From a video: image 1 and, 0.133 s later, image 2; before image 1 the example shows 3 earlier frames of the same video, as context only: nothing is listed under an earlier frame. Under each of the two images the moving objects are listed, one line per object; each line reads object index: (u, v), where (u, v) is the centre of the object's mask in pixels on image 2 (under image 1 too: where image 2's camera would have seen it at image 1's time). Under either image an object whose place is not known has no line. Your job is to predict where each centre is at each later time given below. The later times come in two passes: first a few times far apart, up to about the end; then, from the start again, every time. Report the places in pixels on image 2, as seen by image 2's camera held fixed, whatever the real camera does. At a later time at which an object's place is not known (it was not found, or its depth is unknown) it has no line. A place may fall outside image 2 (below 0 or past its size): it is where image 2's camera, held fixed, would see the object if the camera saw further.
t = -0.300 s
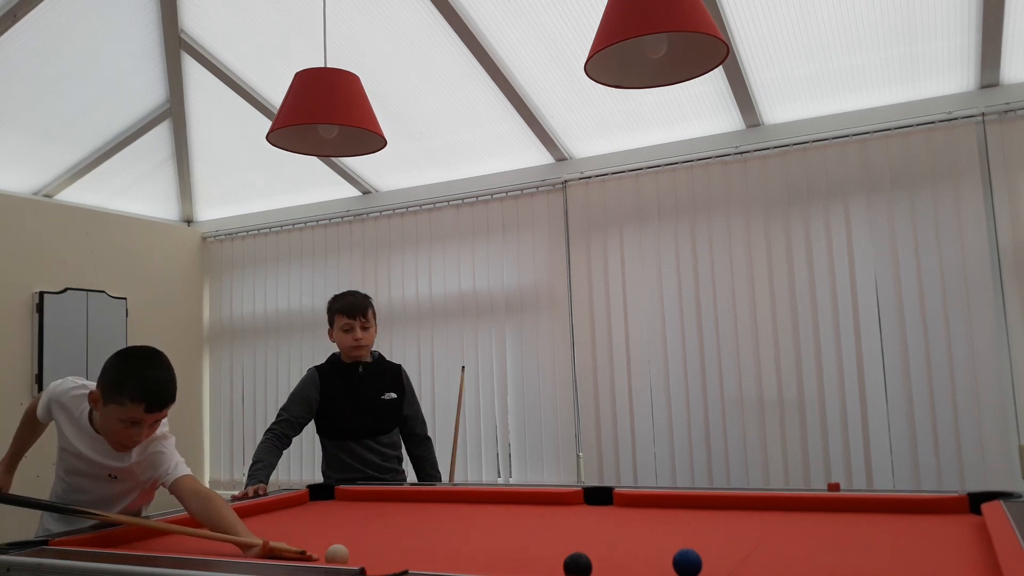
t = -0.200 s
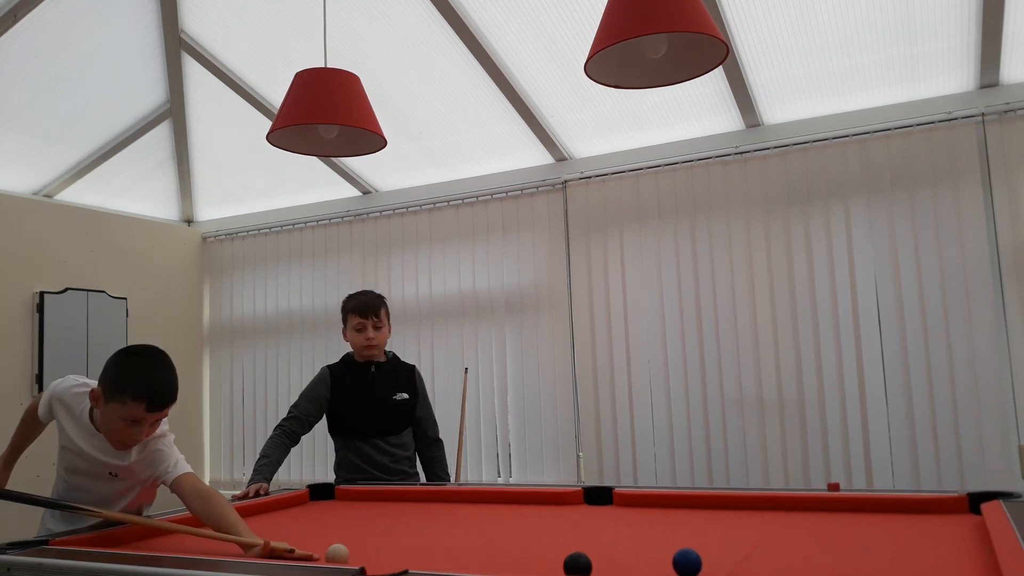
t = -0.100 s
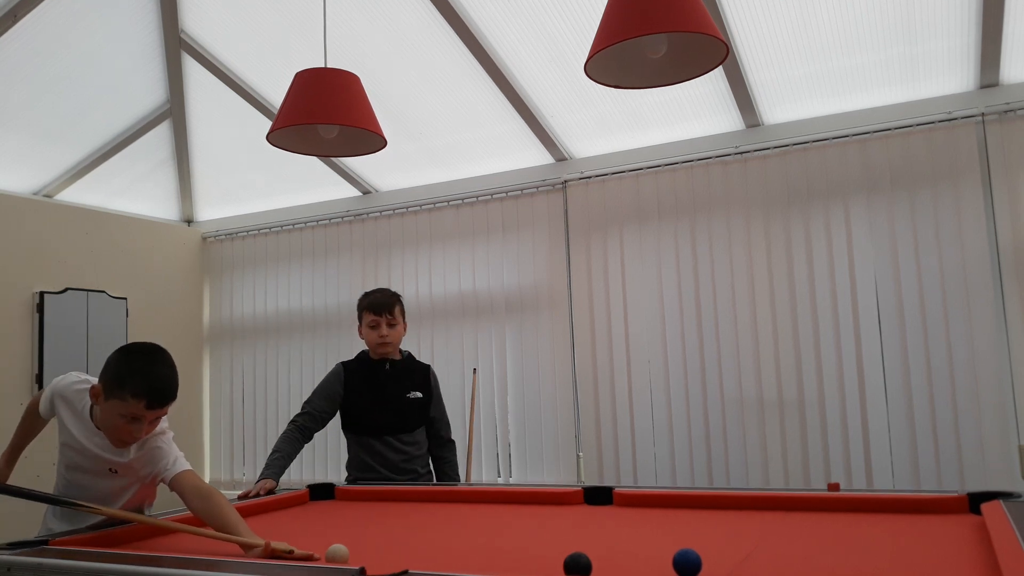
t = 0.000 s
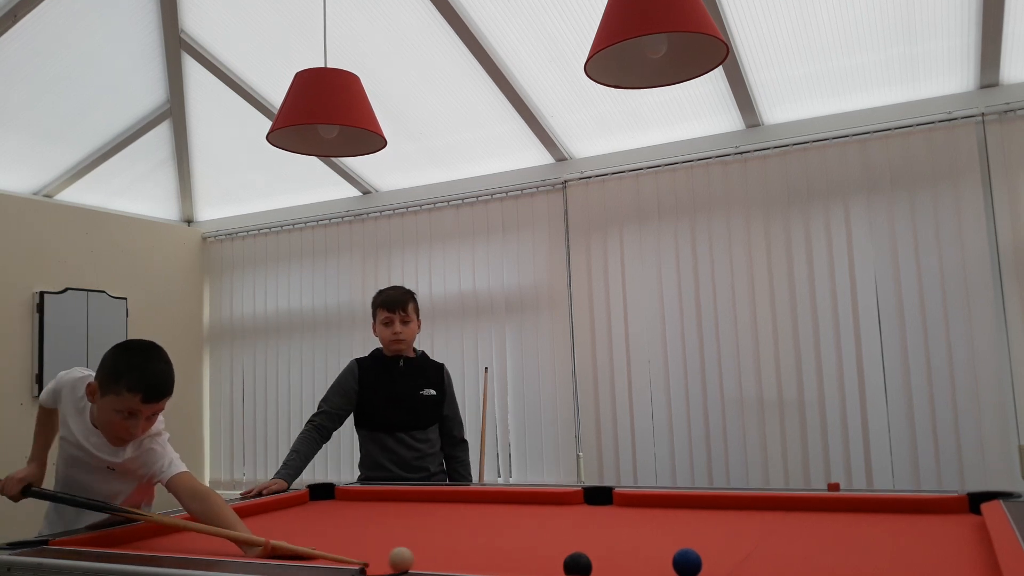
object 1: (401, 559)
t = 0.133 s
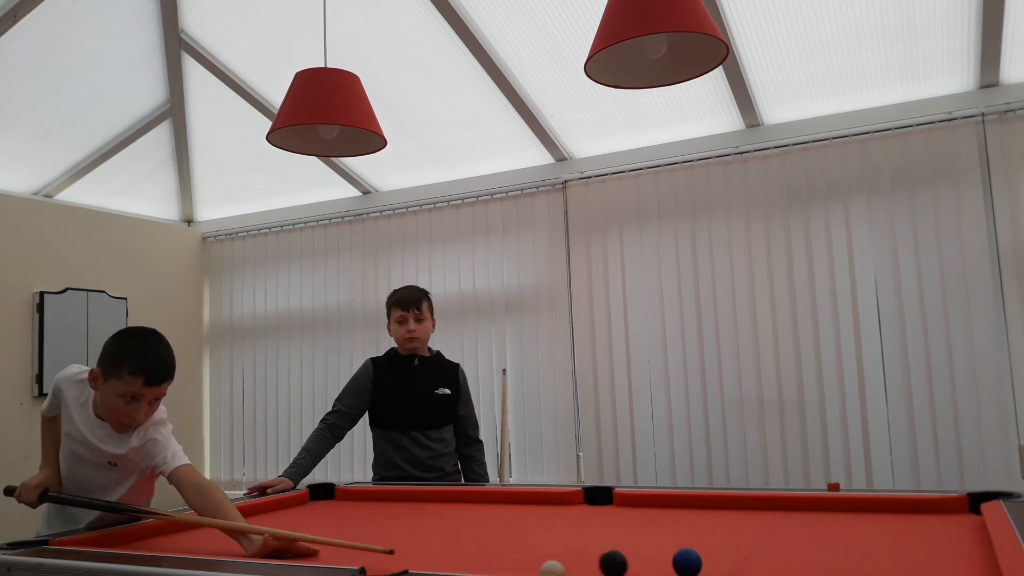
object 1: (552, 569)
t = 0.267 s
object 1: (573, 567)
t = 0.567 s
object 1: (613, 550)
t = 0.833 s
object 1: (641, 535)
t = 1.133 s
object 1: (665, 522)
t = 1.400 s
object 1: (680, 512)
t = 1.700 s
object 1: (695, 503)
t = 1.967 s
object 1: (691, 504)
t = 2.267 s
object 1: (679, 509)
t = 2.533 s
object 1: (669, 514)
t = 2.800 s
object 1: (658, 518)
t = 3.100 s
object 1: (647, 522)
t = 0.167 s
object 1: (555, 571)
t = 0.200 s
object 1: (562, 569)
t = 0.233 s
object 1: (568, 568)
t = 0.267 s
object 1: (573, 567)
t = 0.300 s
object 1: (578, 565)
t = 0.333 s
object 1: (583, 564)
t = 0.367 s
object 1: (588, 563)
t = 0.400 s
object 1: (592, 562)
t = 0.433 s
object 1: (597, 559)
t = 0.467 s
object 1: (601, 557)
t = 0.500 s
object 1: (605, 555)
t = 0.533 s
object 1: (609, 553)
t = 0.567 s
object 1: (613, 550)
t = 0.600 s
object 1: (617, 548)
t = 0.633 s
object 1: (620, 546)
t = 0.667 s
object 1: (624, 545)
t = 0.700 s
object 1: (628, 542)
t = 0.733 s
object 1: (631, 541)
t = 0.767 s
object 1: (634, 539)
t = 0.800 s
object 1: (638, 537)
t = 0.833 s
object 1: (641, 535)
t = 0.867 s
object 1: (644, 534)
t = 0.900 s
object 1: (646, 532)
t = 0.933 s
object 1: (650, 531)
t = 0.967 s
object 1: (652, 529)
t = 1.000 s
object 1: (655, 528)
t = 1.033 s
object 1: (657, 526)
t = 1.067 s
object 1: (660, 525)
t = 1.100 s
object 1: (662, 523)
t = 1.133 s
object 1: (665, 522)
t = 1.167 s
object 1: (667, 520)
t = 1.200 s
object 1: (669, 519)
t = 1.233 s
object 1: (671, 518)
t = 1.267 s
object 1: (673, 516)
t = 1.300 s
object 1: (675, 515)
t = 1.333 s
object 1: (676, 514)
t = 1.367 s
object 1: (679, 513)
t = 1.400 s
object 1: (680, 512)
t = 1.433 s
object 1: (682, 511)
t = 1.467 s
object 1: (683, 509)
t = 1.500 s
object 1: (685, 508)
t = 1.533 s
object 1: (687, 507)
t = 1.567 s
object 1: (689, 506)
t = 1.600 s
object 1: (690, 505)
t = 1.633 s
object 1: (692, 504)
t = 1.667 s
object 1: (693, 503)
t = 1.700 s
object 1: (695, 503)
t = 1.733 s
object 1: (696, 501)
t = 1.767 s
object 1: (697, 501)
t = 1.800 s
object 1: (696, 501)
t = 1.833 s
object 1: (695, 502)
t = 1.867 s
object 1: (694, 502)
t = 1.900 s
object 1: (693, 503)
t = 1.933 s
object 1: (692, 504)
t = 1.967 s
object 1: (691, 504)
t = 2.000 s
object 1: (690, 505)
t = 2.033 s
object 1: (688, 505)
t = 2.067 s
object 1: (687, 506)
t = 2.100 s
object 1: (686, 506)
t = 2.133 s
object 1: (685, 507)
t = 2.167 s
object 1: (683, 507)
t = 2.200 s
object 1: (682, 508)
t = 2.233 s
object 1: (680, 509)
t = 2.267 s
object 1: (679, 509)
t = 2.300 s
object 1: (678, 510)
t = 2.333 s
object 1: (677, 510)
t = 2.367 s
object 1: (675, 511)
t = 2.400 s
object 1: (674, 512)
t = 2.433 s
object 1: (673, 512)
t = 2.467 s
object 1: (672, 513)
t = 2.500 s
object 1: (670, 513)
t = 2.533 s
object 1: (669, 514)
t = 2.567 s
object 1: (668, 514)
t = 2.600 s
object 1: (667, 515)
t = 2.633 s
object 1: (665, 515)
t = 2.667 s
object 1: (664, 516)
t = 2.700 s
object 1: (663, 517)
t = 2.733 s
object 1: (661, 517)
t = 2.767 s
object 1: (660, 518)
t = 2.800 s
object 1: (658, 518)
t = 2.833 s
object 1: (657, 518)
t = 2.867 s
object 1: (656, 519)
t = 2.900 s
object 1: (654, 519)
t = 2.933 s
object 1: (652, 520)
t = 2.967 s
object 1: (651, 520)
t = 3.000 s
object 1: (650, 521)
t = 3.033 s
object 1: (649, 521)
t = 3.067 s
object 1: (648, 522)
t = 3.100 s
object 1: (647, 522)
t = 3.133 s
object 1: (645, 523)
